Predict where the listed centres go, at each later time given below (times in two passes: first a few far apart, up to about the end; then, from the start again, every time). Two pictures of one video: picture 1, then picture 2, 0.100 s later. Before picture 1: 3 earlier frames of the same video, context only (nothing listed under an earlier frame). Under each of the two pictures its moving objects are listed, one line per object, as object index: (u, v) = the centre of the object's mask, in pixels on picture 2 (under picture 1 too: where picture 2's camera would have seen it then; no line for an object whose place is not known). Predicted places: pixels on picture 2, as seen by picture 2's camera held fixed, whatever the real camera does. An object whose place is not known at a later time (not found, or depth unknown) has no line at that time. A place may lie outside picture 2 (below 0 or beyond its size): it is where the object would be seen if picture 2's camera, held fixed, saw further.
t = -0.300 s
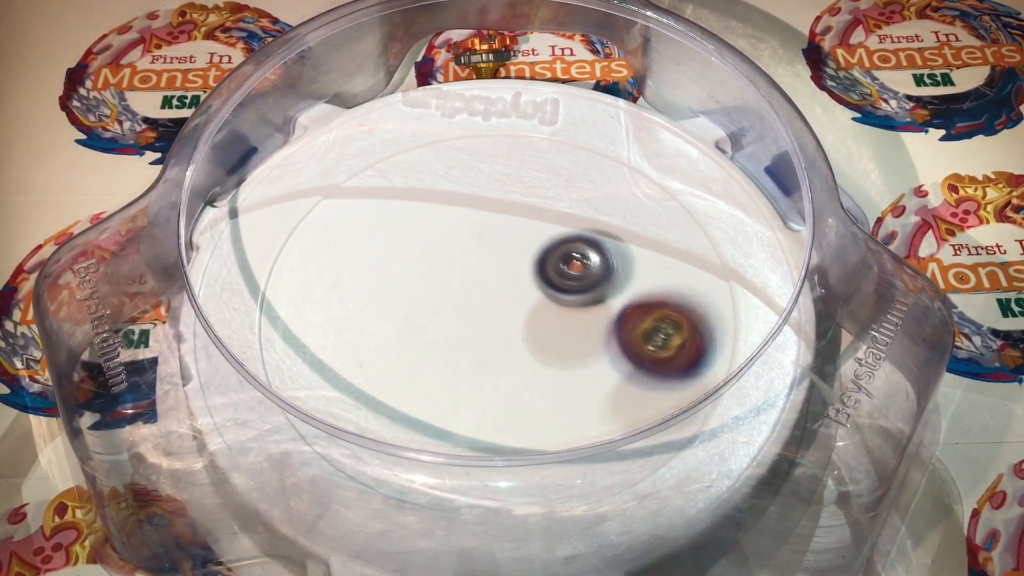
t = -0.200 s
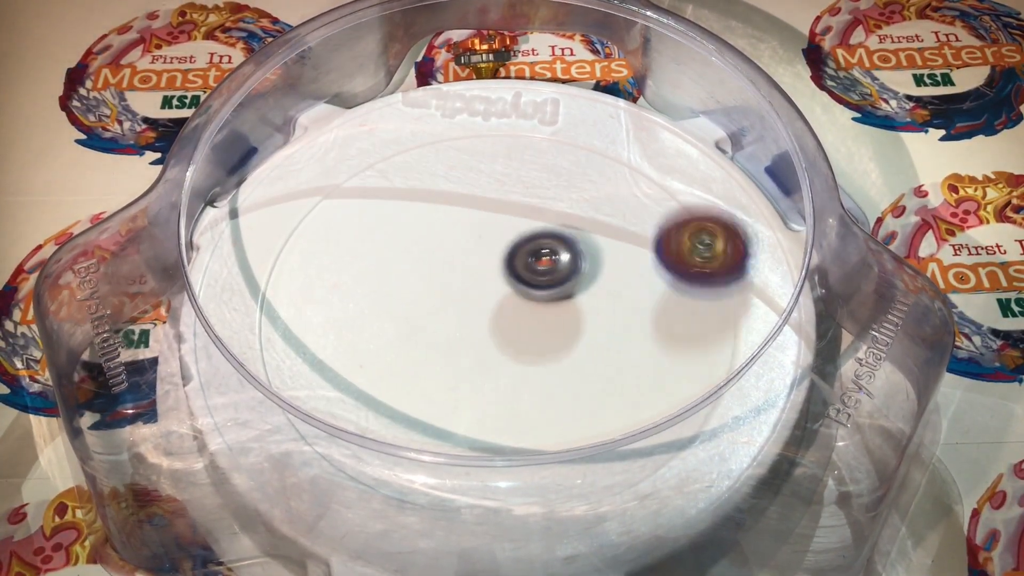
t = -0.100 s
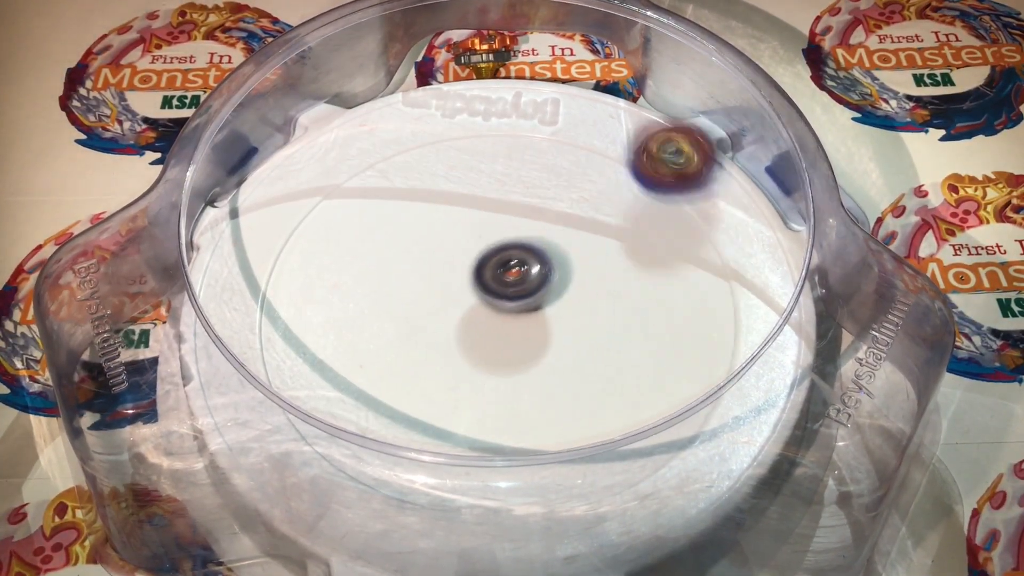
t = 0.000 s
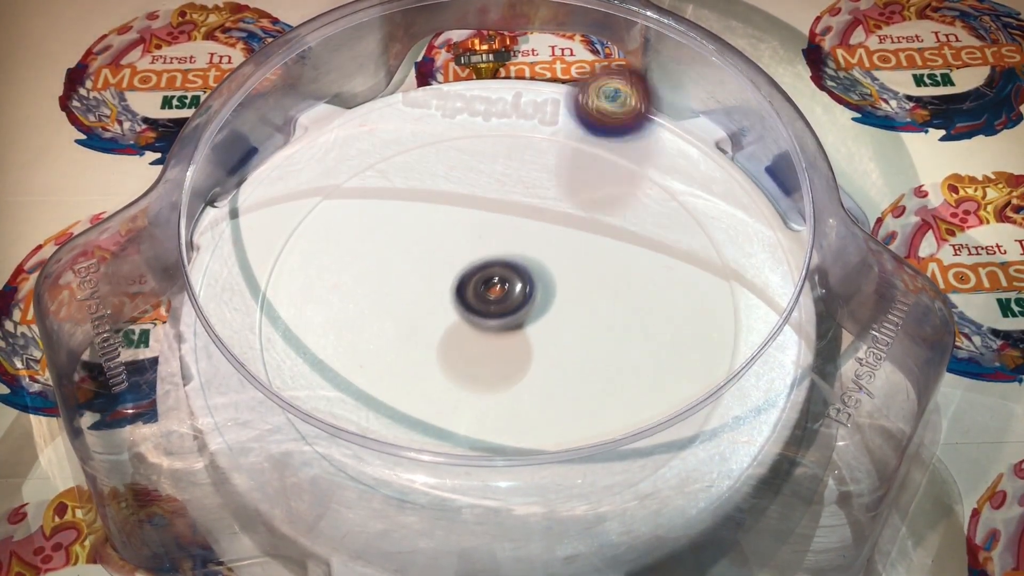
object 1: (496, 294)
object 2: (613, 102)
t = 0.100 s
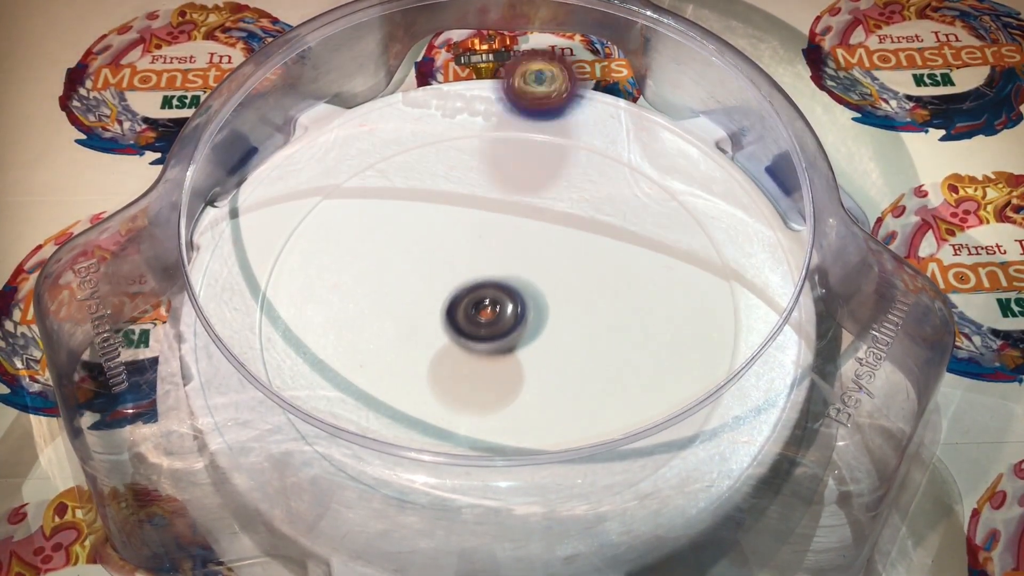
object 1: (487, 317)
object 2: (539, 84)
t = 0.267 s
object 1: (496, 345)
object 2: (423, 140)
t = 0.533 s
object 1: (523, 324)
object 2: (446, 406)
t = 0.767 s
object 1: (497, 301)
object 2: (699, 377)
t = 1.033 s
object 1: (455, 317)
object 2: (630, 200)
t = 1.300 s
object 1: (485, 315)
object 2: (351, 269)
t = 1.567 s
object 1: (476, 281)
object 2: (489, 478)
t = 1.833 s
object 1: (471, 275)
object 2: (674, 262)
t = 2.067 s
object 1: (483, 274)
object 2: (426, 149)
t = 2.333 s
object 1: (503, 268)
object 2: (312, 391)
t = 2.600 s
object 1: (515, 268)
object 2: (663, 359)
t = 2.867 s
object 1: (522, 275)
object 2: (548, 121)
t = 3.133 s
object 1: (530, 285)
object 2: (312, 226)
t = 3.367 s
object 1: (527, 298)
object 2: (417, 409)
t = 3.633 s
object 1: (526, 309)
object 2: (673, 338)
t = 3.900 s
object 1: (518, 315)
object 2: (596, 174)
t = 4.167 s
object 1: (505, 314)
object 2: (378, 232)
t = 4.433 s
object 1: (485, 309)
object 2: (411, 407)
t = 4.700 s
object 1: (472, 305)
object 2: (634, 367)
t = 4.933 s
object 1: (475, 303)
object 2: (592, 213)
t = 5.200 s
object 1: (485, 289)
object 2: (400, 197)
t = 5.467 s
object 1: (491, 275)
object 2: (363, 351)
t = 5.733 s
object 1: (497, 270)
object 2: (582, 361)
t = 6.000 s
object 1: (505, 276)
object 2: (605, 210)
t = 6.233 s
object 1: (516, 284)
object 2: (457, 193)
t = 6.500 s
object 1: (524, 292)
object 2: (417, 343)
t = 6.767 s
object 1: (528, 299)
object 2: (601, 367)
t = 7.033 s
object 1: (520, 302)
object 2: (589, 237)
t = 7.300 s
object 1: (501, 308)
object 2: (420, 247)
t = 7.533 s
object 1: (490, 311)
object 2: (404, 362)
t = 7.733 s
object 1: (487, 301)
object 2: (533, 382)
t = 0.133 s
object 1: (486, 324)
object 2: (515, 86)
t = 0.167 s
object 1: (485, 332)
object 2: (490, 93)
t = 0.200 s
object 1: (487, 337)
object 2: (468, 101)
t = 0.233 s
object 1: (490, 342)
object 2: (446, 117)
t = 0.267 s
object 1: (496, 345)
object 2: (423, 140)
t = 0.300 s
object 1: (502, 348)
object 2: (400, 165)
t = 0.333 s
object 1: (508, 349)
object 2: (382, 195)
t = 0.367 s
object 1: (514, 348)
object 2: (370, 229)
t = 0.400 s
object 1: (518, 344)
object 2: (366, 269)
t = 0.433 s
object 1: (521, 339)
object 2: (370, 307)
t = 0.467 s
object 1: (522, 334)
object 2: (386, 346)
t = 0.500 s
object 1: (524, 329)
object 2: (410, 383)
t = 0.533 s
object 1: (523, 324)
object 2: (446, 406)
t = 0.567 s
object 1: (523, 319)
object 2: (485, 419)
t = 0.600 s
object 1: (522, 316)
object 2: (527, 436)
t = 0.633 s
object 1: (521, 313)
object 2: (575, 437)
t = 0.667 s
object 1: (517, 310)
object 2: (619, 433)
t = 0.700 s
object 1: (512, 305)
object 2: (651, 418)
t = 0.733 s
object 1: (506, 303)
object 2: (678, 400)
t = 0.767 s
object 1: (497, 301)
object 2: (699, 377)
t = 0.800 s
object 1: (489, 301)
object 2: (708, 350)
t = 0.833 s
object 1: (482, 302)
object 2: (720, 326)
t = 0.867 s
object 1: (473, 302)
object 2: (720, 301)
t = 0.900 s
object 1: (466, 303)
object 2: (713, 277)
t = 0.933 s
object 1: (459, 305)
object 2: (700, 253)
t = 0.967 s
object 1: (455, 309)
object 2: (683, 233)
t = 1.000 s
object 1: (454, 313)
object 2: (660, 216)
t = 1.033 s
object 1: (455, 317)
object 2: (630, 200)
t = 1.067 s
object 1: (459, 321)
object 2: (595, 189)
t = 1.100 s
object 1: (463, 324)
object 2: (555, 183)
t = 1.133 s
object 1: (468, 325)
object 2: (516, 184)
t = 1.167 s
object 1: (472, 326)
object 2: (474, 191)
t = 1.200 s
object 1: (476, 324)
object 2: (435, 204)
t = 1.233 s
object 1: (480, 322)
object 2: (401, 220)
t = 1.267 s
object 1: (483, 319)
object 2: (372, 243)
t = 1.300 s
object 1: (485, 315)
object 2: (351, 269)
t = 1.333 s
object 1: (485, 312)
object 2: (337, 299)
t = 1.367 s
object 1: (485, 308)
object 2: (332, 330)
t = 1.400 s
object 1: (484, 303)
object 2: (337, 364)
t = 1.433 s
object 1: (485, 297)
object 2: (354, 394)
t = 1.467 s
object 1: (484, 291)
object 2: (374, 423)
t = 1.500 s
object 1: (481, 287)
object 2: (403, 448)
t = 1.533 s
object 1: (479, 283)
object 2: (441, 469)
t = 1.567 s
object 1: (476, 281)
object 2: (489, 478)
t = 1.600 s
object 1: (474, 280)
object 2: (539, 475)
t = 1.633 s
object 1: (473, 278)
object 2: (583, 459)
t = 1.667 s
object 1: (472, 277)
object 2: (625, 434)
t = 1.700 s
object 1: (471, 277)
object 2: (657, 406)
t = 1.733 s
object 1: (470, 276)
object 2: (676, 370)
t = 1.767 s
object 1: (470, 276)
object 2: (689, 337)
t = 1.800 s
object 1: (471, 275)
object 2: (687, 299)
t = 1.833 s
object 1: (471, 275)
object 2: (674, 262)
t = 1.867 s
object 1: (471, 275)
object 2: (652, 229)
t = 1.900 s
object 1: (472, 275)
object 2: (621, 202)
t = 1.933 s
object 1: (474, 275)
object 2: (585, 179)
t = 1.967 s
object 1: (476, 274)
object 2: (547, 162)
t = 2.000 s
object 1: (478, 273)
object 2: (506, 151)
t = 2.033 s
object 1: (480, 274)
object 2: (466, 147)
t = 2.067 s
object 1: (483, 274)
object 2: (426, 149)
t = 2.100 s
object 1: (486, 273)
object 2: (383, 158)
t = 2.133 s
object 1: (489, 272)
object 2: (344, 172)
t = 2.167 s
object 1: (492, 271)
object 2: (308, 195)
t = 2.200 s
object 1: (494, 270)
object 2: (283, 227)
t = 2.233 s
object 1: (497, 270)
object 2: (272, 269)
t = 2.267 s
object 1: (499, 270)
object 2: (274, 312)
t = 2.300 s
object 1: (501, 269)
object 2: (290, 353)
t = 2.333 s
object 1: (503, 268)
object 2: (312, 391)
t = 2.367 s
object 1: (505, 268)
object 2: (348, 421)
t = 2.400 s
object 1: (507, 268)
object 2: (396, 443)
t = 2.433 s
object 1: (508, 267)
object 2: (450, 453)
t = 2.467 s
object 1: (510, 267)
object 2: (503, 453)
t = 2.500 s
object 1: (511, 268)
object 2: (553, 442)
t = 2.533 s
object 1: (512, 268)
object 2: (595, 412)
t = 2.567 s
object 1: (514, 268)
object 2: (635, 389)
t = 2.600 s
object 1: (515, 268)
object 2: (663, 359)
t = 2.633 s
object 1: (516, 268)
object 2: (677, 323)
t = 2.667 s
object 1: (517, 269)
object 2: (683, 284)
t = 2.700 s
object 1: (518, 270)
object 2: (678, 248)
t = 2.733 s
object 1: (519, 270)
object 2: (663, 215)
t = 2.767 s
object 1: (520, 271)
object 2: (643, 182)
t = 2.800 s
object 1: (520, 272)
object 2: (617, 156)
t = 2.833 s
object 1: (522, 273)
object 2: (583, 136)
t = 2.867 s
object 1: (522, 275)
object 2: (548, 121)
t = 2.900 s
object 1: (523, 276)
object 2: (516, 116)
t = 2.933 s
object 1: (524, 278)
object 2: (476, 120)
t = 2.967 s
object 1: (526, 279)
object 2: (439, 125)
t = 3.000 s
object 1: (527, 280)
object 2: (405, 136)
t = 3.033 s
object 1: (528, 281)
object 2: (375, 151)
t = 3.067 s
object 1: (529, 282)
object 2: (349, 172)
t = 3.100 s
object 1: (529, 284)
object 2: (327, 196)
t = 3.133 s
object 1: (530, 285)
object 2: (312, 226)
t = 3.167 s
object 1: (530, 287)
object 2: (304, 260)
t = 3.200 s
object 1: (529, 289)
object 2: (305, 295)
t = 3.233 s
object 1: (529, 290)
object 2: (313, 324)
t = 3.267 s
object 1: (529, 292)
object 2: (331, 354)
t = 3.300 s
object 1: (528, 294)
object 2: (356, 380)
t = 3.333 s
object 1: (528, 295)
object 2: (383, 396)
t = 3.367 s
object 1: (527, 298)
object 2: (417, 409)
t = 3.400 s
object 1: (528, 299)
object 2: (458, 417)
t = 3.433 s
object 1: (528, 300)
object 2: (500, 419)
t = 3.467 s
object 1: (527, 302)
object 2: (535, 418)
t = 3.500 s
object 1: (527, 304)
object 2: (571, 411)
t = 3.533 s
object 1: (526, 305)
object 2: (601, 400)
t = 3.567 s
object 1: (526, 307)
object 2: (632, 384)
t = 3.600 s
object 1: (526, 308)
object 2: (657, 362)
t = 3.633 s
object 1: (526, 309)
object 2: (673, 338)
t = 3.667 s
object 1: (525, 310)
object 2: (684, 311)
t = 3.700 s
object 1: (524, 311)
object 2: (689, 283)
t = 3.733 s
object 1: (524, 312)
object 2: (686, 259)
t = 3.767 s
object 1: (522, 312)
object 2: (677, 236)
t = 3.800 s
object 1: (521, 313)
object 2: (661, 216)
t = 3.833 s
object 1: (520, 313)
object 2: (643, 197)
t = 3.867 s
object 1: (519, 314)
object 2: (621, 184)
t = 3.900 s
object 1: (518, 315)
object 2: (596, 174)
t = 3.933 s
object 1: (516, 315)
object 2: (570, 168)
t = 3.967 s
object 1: (515, 315)
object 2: (541, 165)
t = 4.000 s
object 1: (514, 315)
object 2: (511, 166)
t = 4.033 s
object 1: (512, 315)
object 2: (479, 171)
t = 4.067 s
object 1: (510, 315)
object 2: (450, 181)
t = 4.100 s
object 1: (508, 315)
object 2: (421, 195)
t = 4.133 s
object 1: (506, 315)
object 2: (398, 212)
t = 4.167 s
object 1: (505, 314)
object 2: (378, 232)
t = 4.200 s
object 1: (502, 313)
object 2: (362, 255)
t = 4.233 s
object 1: (500, 312)
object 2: (353, 278)
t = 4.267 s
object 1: (497, 311)
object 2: (350, 301)
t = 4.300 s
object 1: (495, 311)
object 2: (351, 325)
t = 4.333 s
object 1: (493, 310)
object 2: (357, 349)
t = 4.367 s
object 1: (489, 310)
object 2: (369, 371)
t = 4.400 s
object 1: (487, 309)
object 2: (387, 391)
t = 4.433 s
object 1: (485, 309)
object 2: (411, 407)
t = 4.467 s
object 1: (483, 308)
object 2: (438, 416)
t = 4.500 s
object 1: (480, 308)
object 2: (470, 423)
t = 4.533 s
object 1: (478, 307)
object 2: (500, 424)
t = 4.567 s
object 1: (477, 306)
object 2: (533, 422)
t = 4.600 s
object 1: (475, 306)
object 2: (565, 415)
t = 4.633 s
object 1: (474, 306)
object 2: (593, 405)
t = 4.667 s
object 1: (473, 305)
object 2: (617, 389)
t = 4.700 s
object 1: (472, 305)
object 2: (634, 367)
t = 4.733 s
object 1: (471, 305)
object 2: (646, 342)
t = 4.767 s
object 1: (471, 305)
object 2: (650, 318)
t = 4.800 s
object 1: (471, 305)
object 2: (648, 293)
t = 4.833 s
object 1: (472, 305)
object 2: (641, 271)
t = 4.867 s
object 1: (473, 304)
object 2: (629, 248)
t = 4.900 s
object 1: (474, 304)
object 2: (613, 230)
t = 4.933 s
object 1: (475, 303)
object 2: (592, 213)
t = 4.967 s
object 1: (477, 301)
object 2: (572, 201)
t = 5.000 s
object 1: (478, 300)
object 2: (547, 190)
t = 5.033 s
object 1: (479, 298)
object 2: (523, 184)
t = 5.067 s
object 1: (480, 296)
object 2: (496, 180)
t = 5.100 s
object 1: (481, 295)
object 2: (472, 180)
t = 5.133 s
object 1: (483, 293)
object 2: (445, 183)
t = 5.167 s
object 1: (484, 291)
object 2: (424, 188)
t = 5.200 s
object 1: (485, 289)
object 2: (400, 197)
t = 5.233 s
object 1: (485, 287)
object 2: (381, 208)
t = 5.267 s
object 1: (486, 285)
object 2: (363, 223)
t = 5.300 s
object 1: (487, 284)
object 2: (348, 242)
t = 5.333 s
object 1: (488, 281)
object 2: (338, 263)
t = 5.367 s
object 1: (488, 280)
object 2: (335, 285)
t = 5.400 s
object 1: (489, 278)
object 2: (338, 308)
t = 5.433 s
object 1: (490, 277)
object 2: (348, 331)
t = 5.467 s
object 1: (491, 275)
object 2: (363, 351)
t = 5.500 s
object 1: (491, 274)
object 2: (387, 368)
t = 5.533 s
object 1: (492, 273)
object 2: (411, 381)
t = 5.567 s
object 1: (493, 272)
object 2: (445, 388)
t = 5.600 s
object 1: (494, 272)
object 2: (472, 392)
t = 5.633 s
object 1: (495, 271)
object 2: (505, 391)
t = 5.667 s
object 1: (495, 270)
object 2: (531, 385)
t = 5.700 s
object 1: (496, 270)
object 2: (558, 374)
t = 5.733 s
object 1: (497, 270)
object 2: (582, 361)
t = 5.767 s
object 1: (497, 271)
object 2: (600, 344)
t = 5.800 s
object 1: (498, 271)
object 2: (616, 325)
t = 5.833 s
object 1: (499, 272)
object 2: (625, 306)
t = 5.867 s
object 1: (500, 272)
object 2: (631, 284)
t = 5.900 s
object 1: (501, 273)
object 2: (630, 263)
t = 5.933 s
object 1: (502, 274)
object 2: (626, 244)
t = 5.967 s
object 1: (503, 275)
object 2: (617, 226)
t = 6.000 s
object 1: (505, 276)
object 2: (605, 210)
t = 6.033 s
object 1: (507, 277)
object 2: (587, 196)
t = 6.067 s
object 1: (509, 278)
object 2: (570, 186)
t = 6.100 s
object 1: (511, 278)
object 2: (546, 179)
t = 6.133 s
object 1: (512, 279)
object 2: (525, 177)
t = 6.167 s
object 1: (513, 282)
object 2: (501, 178)
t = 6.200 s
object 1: (515, 283)
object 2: (478, 184)
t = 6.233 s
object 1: (516, 284)
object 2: (457, 193)
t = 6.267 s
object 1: (517, 285)
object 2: (435, 206)
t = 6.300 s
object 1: (519, 285)
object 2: (419, 221)
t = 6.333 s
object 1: (520, 286)
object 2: (405, 241)
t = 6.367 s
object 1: (521, 287)
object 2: (398, 261)
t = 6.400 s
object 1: (522, 288)
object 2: (396, 283)
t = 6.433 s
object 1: (523, 289)
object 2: (397, 304)
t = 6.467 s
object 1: (523, 290)
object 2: (405, 325)
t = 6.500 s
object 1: (524, 292)
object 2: (417, 343)
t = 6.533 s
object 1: (525, 293)
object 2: (435, 359)
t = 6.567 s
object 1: (526, 294)
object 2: (457, 373)
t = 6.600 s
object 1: (527, 295)
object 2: (480, 382)
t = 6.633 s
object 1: (527, 296)
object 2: (508, 388)
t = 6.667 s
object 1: (528, 297)
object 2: (532, 391)
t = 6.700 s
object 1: (528, 298)
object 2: (554, 388)
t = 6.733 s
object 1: (528, 299)
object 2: (583, 379)
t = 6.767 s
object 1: (528, 299)
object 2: (601, 367)
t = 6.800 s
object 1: (527, 299)
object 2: (616, 353)
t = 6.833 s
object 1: (527, 299)
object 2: (629, 335)
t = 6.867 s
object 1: (526, 300)
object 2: (634, 317)
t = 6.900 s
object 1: (525, 300)
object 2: (635, 299)
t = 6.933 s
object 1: (524, 300)
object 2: (630, 279)
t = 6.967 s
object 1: (522, 301)
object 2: (622, 264)
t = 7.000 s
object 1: (521, 301)
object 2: (607, 249)
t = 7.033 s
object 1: (520, 302)
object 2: (589, 237)
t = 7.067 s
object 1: (518, 302)
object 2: (571, 228)
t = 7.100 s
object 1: (516, 303)
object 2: (550, 222)
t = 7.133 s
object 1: (513, 303)
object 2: (525, 219)
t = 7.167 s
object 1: (510, 304)
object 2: (505, 218)
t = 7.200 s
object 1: (508, 306)
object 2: (481, 221)
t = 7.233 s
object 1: (505, 306)
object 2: (457, 226)
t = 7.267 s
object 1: (503, 307)
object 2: (438, 235)
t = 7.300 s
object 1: (501, 308)
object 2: (420, 247)
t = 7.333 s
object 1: (499, 308)
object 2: (403, 261)
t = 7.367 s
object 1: (497, 309)
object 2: (392, 276)
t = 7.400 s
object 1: (496, 310)
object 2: (385, 293)
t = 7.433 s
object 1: (495, 310)
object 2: (380, 311)
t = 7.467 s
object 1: (493, 310)
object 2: (384, 330)
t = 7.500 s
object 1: (492, 310)
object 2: (391, 347)
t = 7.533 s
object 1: (490, 311)
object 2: (404, 362)
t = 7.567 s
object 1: (491, 309)
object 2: (426, 373)
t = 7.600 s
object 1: (490, 309)
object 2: (446, 382)
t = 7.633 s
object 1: (489, 309)
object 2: (469, 385)
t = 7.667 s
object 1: (488, 307)
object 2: (486, 388)
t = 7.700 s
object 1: (488, 304)
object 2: (513, 387)
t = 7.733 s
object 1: (487, 301)
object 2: (533, 382)
